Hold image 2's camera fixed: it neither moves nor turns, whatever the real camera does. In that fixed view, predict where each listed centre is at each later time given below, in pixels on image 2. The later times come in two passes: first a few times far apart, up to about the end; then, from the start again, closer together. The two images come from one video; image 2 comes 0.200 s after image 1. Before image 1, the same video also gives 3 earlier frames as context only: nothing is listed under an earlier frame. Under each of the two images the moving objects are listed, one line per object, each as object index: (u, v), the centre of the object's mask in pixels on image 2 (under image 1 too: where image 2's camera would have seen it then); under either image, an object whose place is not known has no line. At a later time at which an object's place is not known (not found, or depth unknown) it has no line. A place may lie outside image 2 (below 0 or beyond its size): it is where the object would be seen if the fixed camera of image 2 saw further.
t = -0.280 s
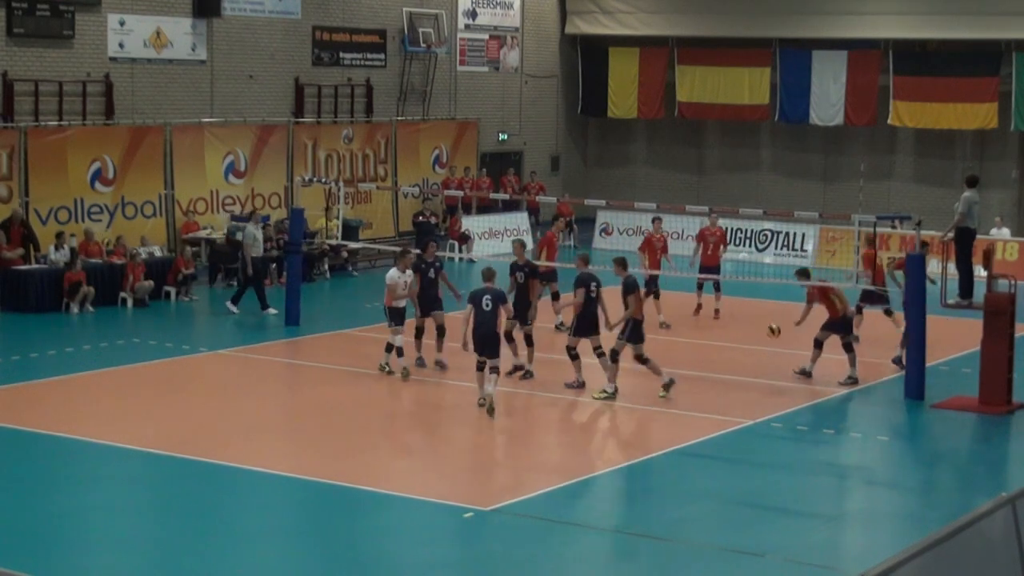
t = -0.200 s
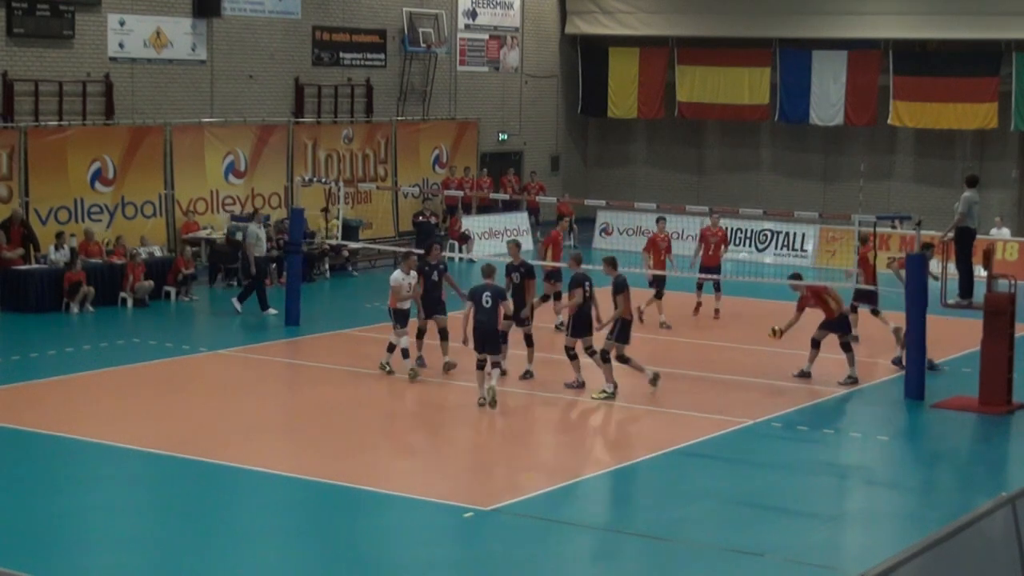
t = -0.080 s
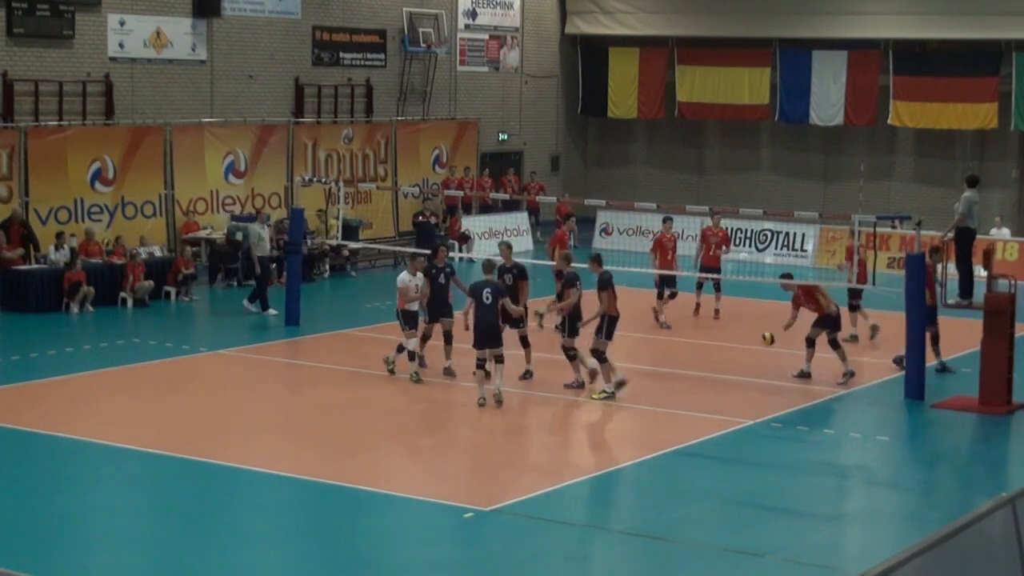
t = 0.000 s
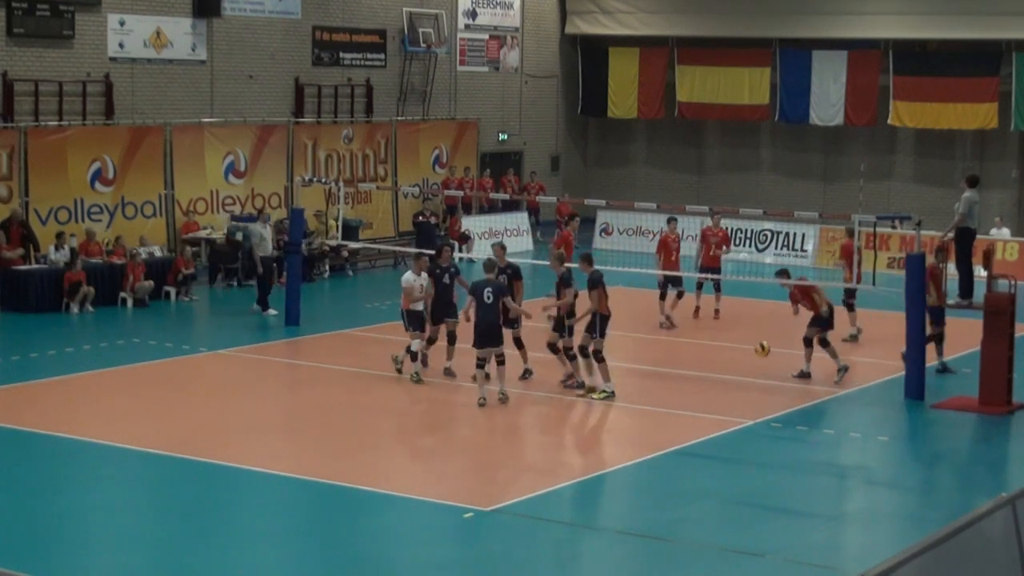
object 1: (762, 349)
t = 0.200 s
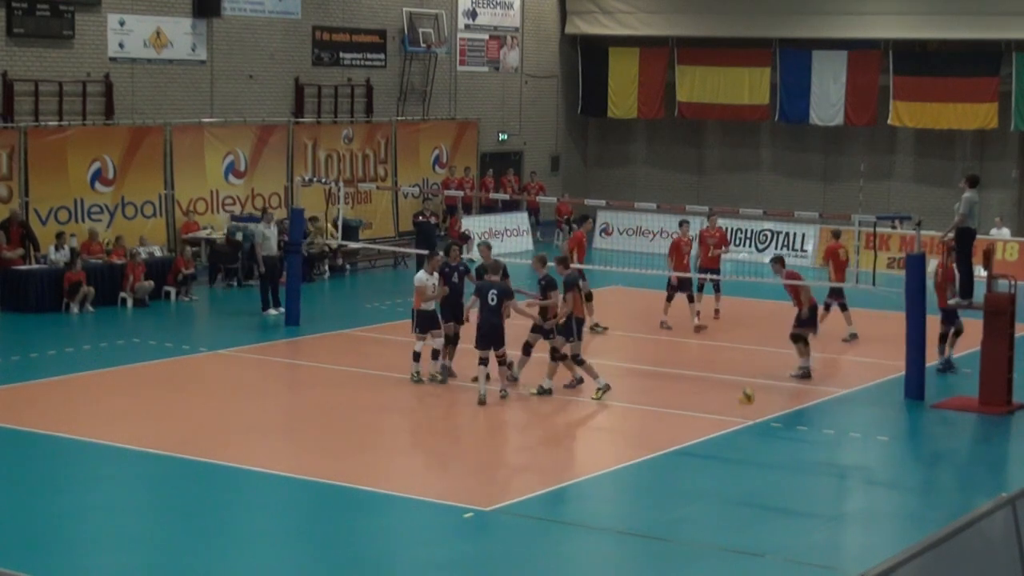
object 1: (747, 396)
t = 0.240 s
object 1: (742, 411)
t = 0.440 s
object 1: (738, 401)
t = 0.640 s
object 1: (734, 416)
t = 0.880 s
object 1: (728, 450)
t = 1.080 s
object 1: (724, 453)
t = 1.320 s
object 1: (719, 496)
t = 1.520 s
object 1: (717, 499)
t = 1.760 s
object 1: (713, 537)
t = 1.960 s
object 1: (710, 552)
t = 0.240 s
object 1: (742, 411)
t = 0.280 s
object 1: (741, 413)
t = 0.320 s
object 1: (740, 408)
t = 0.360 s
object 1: (740, 404)
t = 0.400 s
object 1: (739, 402)
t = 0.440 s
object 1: (738, 401)
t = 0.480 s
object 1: (738, 401)
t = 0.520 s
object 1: (736, 403)
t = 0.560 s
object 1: (737, 405)
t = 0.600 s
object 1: (735, 409)
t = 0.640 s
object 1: (734, 416)
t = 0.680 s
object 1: (733, 423)
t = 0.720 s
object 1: (732, 431)
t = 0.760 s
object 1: (730, 442)
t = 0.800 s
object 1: (729, 454)
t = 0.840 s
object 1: (729, 454)
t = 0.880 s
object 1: (728, 450)
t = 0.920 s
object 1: (727, 448)
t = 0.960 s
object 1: (727, 447)
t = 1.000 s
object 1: (726, 447)
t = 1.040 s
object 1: (726, 450)
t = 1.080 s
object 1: (724, 453)
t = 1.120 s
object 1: (724, 458)
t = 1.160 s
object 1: (724, 464)
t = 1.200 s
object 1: (722, 472)
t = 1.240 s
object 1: (721, 483)
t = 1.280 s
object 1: (720, 494)
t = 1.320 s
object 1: (719, 496)
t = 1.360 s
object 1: (719, 494)
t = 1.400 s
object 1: (718, 493)
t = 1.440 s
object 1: (718, 493)
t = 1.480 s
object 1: (717, 495)
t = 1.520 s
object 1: (717, 499)
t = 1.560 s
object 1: (716, 503)
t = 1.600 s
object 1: (715, 511)
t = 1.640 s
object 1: (714, 520)
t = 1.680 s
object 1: (713, 531)
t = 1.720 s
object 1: (713, 540)
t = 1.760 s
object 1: (713, 537)
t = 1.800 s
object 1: (712, 536)
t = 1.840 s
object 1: (712, 538)
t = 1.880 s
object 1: (711, 541)
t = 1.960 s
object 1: (710, 552)
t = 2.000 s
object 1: (709, 562)
